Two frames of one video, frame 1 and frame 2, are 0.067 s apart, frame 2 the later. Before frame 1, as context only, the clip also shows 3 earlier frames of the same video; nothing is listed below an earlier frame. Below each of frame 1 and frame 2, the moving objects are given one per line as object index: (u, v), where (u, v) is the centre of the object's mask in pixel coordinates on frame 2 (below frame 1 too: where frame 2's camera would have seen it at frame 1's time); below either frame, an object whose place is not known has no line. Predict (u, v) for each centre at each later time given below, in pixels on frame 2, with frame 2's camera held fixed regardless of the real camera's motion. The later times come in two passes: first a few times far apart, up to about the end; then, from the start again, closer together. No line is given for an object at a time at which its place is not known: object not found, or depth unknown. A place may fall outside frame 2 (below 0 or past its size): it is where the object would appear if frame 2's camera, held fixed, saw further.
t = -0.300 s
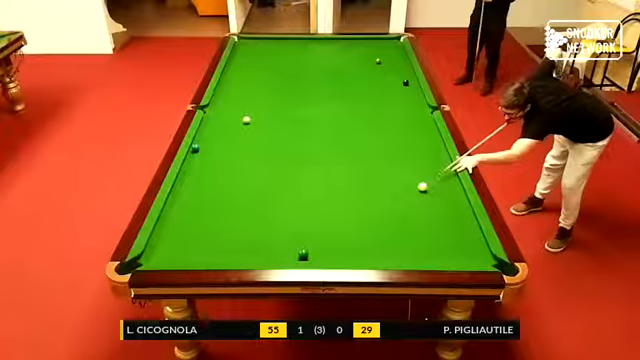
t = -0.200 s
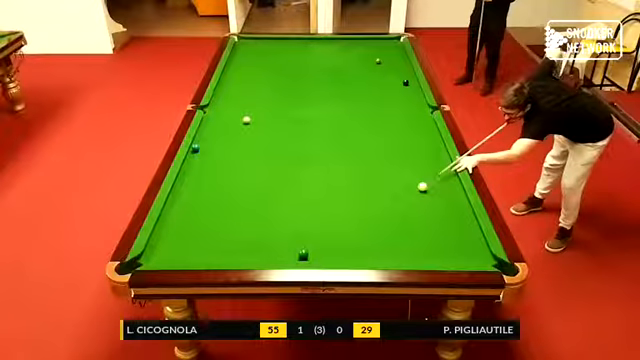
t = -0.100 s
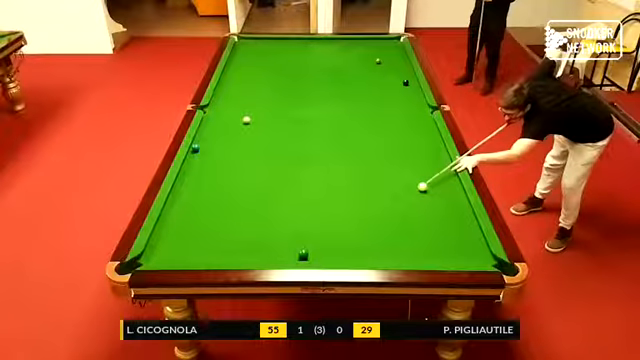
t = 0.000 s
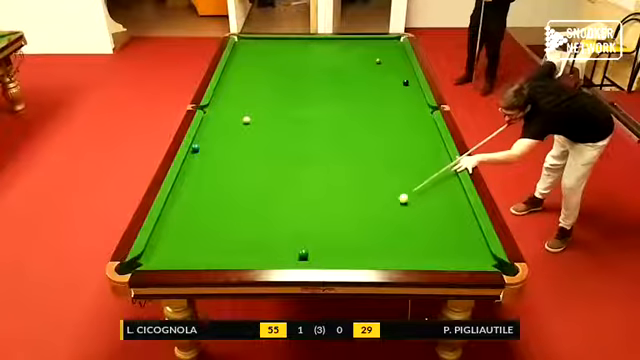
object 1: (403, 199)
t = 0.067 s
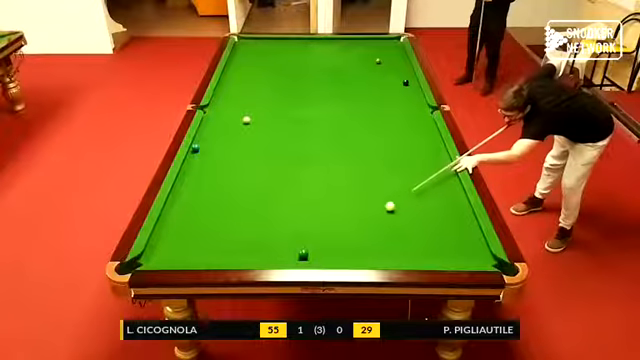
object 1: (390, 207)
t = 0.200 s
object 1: (364, 223)
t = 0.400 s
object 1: (322, 249)
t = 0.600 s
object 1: (310, 245)
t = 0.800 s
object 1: (302, 226)
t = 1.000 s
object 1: (294, 210)
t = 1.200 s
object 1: (288, 195)
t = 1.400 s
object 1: (282, 182)
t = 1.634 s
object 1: (276, 169)
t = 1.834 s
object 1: (271, 158)
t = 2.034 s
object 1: (266, 149)
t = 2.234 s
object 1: (262, 140)
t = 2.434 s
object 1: (259, 132)
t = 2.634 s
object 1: (256, 125)
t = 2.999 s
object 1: (250, 112)
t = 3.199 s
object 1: (247, 107)
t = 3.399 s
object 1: (245, 101)
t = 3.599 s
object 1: (242, 96)
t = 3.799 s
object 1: (240, 92)
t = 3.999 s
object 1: (238, 88)
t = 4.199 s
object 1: (235, 84)
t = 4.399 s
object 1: (235, 81)
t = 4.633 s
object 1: (232, 77)
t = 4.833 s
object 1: (231, 74)
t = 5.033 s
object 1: (229, 72)
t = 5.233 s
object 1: (228, 70)
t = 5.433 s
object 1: (227, 68)
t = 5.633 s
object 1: (227, 66)
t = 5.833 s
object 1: (228, 65)
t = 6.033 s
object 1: (230, 64)
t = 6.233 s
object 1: (231, 63)
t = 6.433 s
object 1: (231, 62)
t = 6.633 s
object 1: (232, 61)
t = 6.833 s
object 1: (232, 61)
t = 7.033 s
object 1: (233, 61)
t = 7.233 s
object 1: (233, 61)
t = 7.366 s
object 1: (233, 61)
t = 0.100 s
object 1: (384, 211)
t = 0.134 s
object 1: (377, 215)
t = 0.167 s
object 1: (371, 219)
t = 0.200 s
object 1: (364, 223)
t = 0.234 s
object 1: (357, 227)
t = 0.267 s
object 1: (351, 231)
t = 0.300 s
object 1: (344, 236)
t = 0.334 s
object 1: (336, 240)
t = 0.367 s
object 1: (329, 245)
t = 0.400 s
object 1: (322, 249)
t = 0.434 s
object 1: (314, 254)
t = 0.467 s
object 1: (313, 258)
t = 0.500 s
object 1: (312, 256)
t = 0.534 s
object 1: (312, 252)
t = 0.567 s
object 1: (311, 248)
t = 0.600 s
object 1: (310, 245)
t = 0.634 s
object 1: (308, 241)
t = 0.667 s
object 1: (307, 238)
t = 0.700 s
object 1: (305, 235)
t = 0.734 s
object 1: (304, 232)
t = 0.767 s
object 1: (303, 229)
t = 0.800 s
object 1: (302, 226)
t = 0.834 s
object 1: (300, 224)
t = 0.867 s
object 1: (299, 221)
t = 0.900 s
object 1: (298, 218)
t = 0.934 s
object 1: (297, 215)
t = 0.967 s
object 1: (296, 212)
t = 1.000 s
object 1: (294, 210)
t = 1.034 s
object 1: (293, 207)
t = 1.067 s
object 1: (292, 205)
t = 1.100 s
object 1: (291, 202)
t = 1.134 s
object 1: (290, 200)
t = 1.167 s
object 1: (289, 197)
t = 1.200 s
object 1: (288, 195)
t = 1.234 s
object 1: (287, 193)
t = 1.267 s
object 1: (285, 191)
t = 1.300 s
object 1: (285, 188)
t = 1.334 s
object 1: (284, 186)
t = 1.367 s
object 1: (283, 184)
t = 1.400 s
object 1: (282, 182)
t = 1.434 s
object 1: (281, 180)
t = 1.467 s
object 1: (280, 178)
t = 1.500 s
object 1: (279, 176)
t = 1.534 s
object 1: (278, 174)
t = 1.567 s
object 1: (278, 172)
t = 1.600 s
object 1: (277, 170)
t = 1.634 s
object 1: (276, 169)
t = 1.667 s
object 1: (275, 167)
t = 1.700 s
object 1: (274, 165)
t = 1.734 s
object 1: (273, 163)
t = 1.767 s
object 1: (273, 162)
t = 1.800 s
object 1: (272, 160)
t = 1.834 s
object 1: (271, 158)
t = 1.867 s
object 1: (270, 156)
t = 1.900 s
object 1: (269, 155)
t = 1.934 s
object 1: (269, 153)
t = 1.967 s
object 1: (268, 151)
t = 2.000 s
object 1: (267, 150)
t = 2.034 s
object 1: (266, 149)
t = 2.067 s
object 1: (266, 147)
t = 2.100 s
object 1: (265, 146)
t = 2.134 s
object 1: (265, 144)
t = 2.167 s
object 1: (264, 143)
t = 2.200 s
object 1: (263, 141)
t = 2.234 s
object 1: (262, 140)
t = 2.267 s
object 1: (262, 138)
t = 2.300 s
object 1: (261, 137)
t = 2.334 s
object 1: (261, 136)
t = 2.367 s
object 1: (260, 134)
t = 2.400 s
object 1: (259, 133)
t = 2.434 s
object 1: (259, 132)
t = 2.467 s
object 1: (258, 131)
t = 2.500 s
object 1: (258, 130)
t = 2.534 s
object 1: (257, 128)
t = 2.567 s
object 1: (257, 128)
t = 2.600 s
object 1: (256, 126)
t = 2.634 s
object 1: (256, 125)
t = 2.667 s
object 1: (255, 124)
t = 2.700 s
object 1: (255, 123)
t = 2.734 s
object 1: (255, 122)
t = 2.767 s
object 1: (254, 121)
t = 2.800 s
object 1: (253, 119)
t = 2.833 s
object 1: (252, 117)
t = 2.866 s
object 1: (253, 116)
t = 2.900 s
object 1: (252, 115)
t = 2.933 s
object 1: (251, 114)
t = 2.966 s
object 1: (251, 113)
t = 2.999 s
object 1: (250, 112)
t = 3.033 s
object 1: (250, 112)
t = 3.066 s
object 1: (249, 110)
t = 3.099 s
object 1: (249, 110)
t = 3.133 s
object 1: (248, 109)
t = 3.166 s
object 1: (248, 108)
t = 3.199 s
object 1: (247, 107)
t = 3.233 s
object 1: (247, 106)
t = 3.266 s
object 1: (246, 104)
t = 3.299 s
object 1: (245, 103)
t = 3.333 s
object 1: (245, 102)
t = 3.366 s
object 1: (245, 102)
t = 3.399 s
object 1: (245, 101)
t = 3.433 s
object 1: (244, 100)
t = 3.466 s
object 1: (244, 100)
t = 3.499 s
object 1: (243, 99)
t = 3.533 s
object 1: (243, 98)
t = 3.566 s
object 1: (242, 97)
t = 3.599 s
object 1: (242, 96)
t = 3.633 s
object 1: (241, 95)
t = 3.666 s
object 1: (241, 94)
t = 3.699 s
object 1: (241, 94)
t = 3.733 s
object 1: (240, 93)
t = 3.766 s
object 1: (241, 93)
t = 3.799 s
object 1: (240, 92)
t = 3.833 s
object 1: (240, 91)
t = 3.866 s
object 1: (239, 90)
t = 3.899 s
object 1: (239, 90)
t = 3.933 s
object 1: (238, 88)
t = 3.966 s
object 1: (238, 88)
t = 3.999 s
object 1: (238, 88)
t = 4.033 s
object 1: (237, 87)
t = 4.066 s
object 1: (237, 86)
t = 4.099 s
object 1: (237, 86)
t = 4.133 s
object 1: (237, 85)
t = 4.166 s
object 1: (236, 85)
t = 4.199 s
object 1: (235, 84)
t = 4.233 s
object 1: (235, 83)
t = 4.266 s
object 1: (235, 83)
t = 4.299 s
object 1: (235, 83)
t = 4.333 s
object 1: (235, 82)
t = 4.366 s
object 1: (235, 82)
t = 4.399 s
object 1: (235, 81)
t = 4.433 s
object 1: (234, 80)
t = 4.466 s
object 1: (234, 80)
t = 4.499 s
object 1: (234, 79)
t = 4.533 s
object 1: (233, 79)
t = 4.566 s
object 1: (233, 78)
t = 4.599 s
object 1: (233, 78)
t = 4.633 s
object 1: (232, 77)
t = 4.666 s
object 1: (232, 76)
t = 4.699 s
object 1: (231, 76)
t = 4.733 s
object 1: (231, 76)
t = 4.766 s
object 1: (232, 76)
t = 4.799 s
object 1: (232, 75)
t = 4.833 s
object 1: (231, 74)
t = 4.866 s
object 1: (231, 74)
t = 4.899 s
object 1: (230, 73)
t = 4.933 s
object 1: (230, 73)
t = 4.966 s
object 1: (230, 73)
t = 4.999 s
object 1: (229, 72)
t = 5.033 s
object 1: (229, 72)
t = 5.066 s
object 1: (229, 72)
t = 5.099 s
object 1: (229, 71)
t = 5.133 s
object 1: (229, 71)
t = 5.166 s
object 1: (229, 70)
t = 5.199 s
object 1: (229, 70)
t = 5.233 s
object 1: (228, 70)
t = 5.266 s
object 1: (227, 69)
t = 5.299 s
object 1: (228, 69)
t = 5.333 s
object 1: (227, 68)
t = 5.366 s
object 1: (227, 68)
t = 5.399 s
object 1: (227, 68)
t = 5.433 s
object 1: (227, 68)
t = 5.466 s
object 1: (227, 67)
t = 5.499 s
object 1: (227, 67)
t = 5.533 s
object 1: (227, 67)
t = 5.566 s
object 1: (227, 66)
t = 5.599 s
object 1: (227, 66)
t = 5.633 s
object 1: (227, 66)
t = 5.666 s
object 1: (227, 66)
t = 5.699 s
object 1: (227, 66)
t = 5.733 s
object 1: (228, 65)
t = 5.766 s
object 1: (228, 65)
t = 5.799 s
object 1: (228, 65)
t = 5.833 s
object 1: (228, 65)
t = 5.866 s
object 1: (229, 65)
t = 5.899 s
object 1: (229, 64)
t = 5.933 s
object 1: (229, 64)
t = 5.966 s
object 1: (230, 64)
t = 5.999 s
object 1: (230, 64)
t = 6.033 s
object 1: (230, 64)
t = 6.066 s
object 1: (230, 64)
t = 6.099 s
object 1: (230, 63)
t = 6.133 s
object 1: (230, 63)
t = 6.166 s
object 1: (230, 63)
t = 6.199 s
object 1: (230, 63)
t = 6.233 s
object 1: (231, 63)
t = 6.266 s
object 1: (231, 63)
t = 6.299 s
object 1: (231, 62)
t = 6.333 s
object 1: (231, 62)
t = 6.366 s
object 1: (231, 62)
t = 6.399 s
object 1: (231, 62)
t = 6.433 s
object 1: (231, 62)
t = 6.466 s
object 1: (231, 62)
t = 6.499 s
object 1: (232, 62)
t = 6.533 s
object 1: (232, 62)
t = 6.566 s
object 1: (232, 62)
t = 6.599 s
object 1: (232, 62)
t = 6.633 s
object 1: (232, 61)
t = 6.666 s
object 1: (232, 61)
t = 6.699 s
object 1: (232, 61)
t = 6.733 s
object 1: (232, 61)
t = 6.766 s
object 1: (232, 61)
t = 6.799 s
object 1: (232, 61)
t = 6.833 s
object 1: (232, 61)
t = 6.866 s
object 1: (232, 61)
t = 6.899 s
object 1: (233, 61)
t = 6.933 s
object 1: (233, 61)
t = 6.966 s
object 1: (233, 61)
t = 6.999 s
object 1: (233, 61)
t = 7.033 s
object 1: (233, 61)
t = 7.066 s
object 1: (233, 61)
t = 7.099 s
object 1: (233, 61)
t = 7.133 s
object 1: (233, 61)
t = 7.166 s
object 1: (233, 61)
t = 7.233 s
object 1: (233, 61)
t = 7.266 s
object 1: (233, 61)
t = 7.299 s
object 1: (233, 61)
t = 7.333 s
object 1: (233, 61)
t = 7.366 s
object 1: (233, 61)
